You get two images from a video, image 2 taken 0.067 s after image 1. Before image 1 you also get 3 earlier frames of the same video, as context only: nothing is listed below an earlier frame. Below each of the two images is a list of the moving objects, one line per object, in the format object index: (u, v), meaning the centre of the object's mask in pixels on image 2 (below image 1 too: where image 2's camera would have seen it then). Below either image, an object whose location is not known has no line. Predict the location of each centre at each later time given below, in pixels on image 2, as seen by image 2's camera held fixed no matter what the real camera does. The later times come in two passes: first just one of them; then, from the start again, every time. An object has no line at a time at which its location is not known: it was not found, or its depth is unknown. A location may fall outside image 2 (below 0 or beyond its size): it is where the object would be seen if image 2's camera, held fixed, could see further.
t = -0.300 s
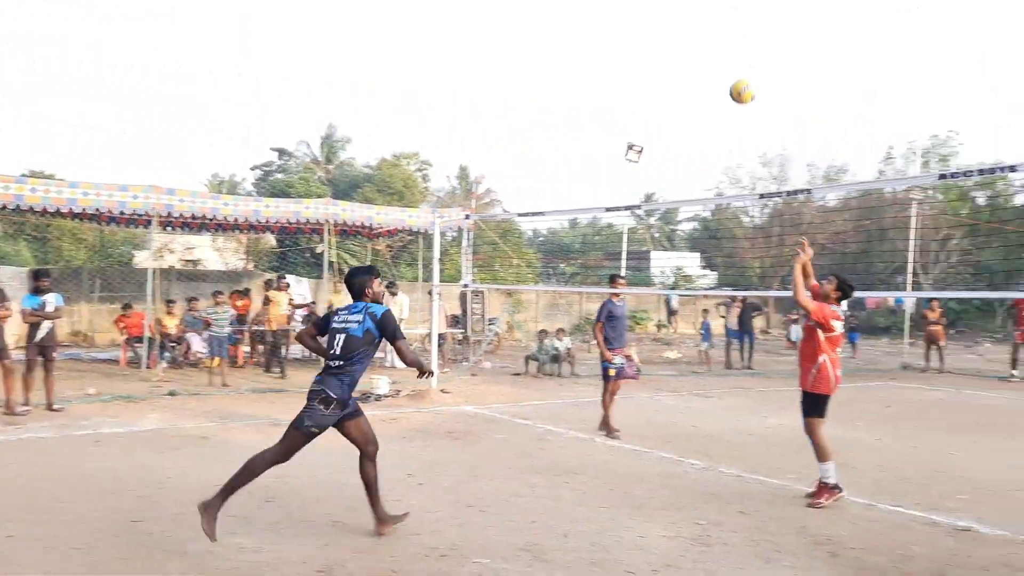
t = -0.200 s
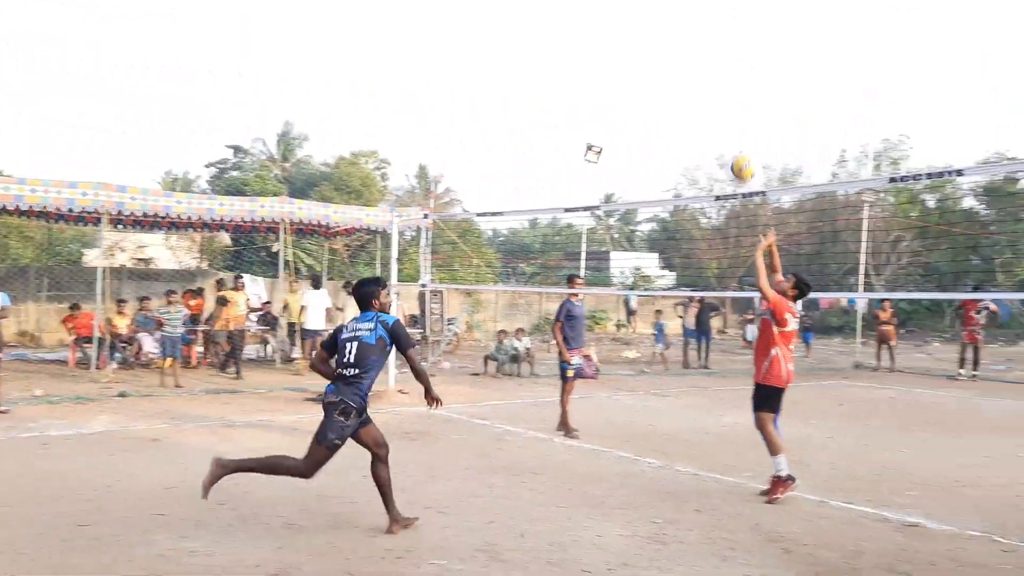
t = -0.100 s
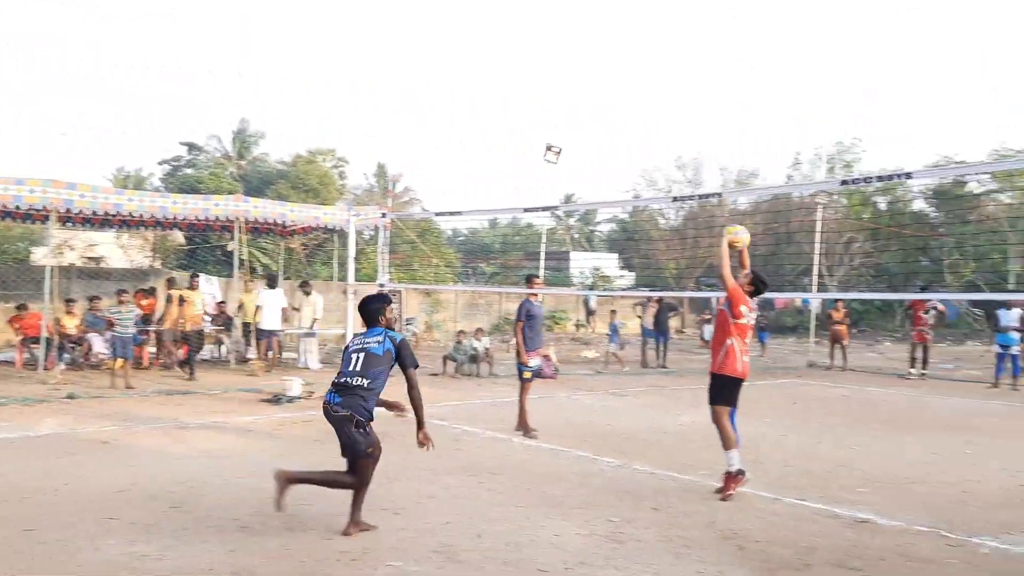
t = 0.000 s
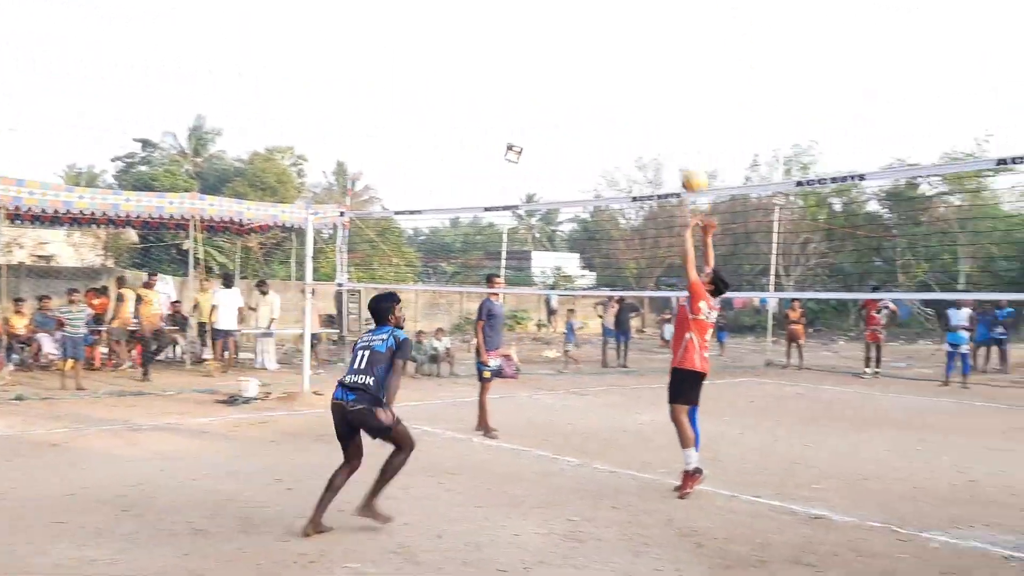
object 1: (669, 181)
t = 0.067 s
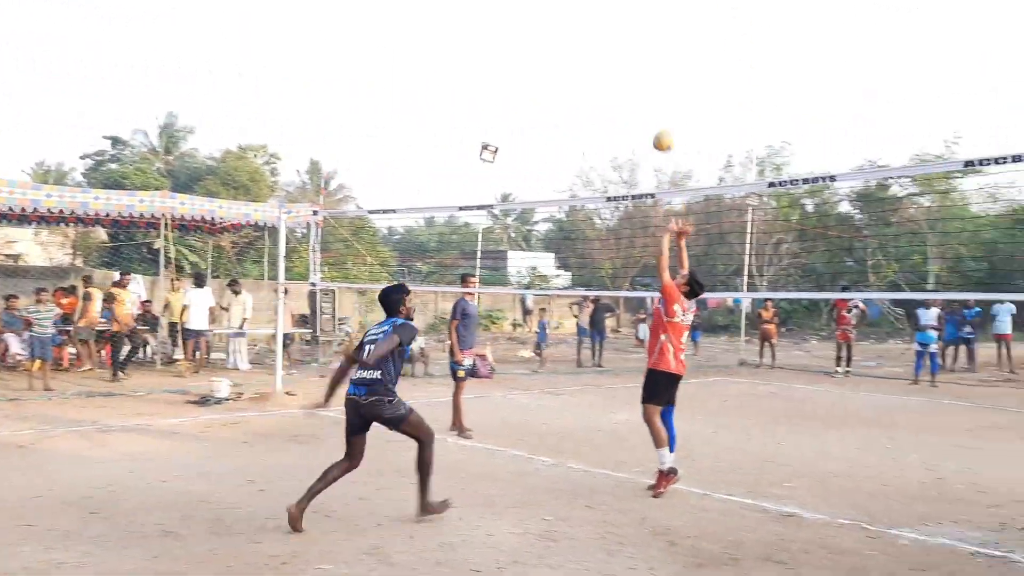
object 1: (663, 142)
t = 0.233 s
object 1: (655, 65)
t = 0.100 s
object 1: (661, 123)
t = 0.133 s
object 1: (660, 107)
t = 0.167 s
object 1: (658, 92)
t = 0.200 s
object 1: (656, 78)
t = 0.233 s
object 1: (655, 65)
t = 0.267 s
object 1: (653, 54)
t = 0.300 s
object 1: (652, 44)
